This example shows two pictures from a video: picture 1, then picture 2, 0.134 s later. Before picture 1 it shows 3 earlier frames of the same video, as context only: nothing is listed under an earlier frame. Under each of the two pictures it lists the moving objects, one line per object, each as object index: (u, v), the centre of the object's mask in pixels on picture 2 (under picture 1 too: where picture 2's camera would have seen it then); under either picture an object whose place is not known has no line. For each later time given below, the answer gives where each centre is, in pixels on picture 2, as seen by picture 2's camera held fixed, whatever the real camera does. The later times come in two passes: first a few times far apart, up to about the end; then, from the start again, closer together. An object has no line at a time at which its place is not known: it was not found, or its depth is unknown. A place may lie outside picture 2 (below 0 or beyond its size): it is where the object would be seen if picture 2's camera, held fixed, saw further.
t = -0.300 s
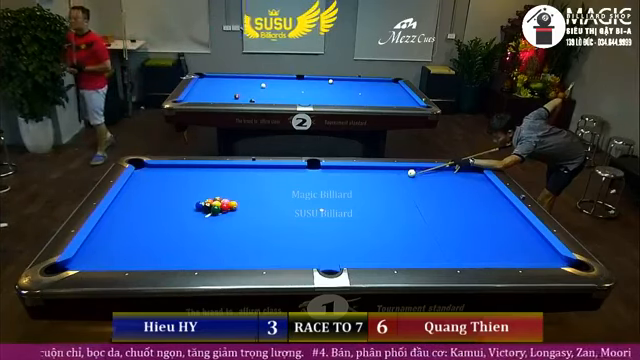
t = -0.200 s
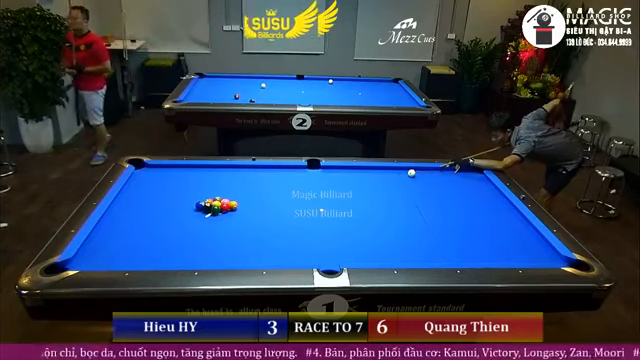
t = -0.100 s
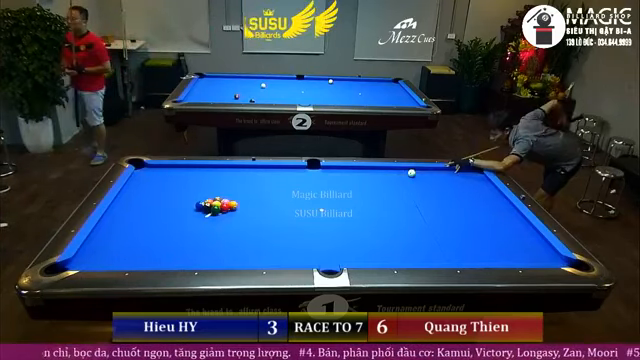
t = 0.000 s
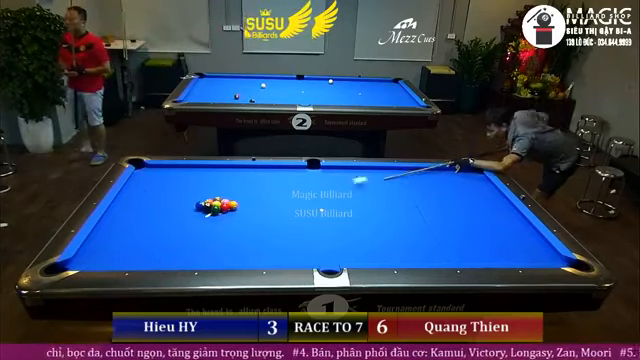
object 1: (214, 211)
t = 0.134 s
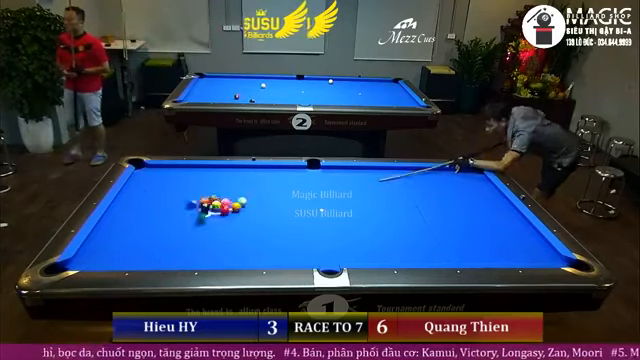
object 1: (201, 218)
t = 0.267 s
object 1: (123, 258)
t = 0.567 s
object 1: (147, 184)
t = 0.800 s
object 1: (187, 173)
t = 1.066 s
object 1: (223, 192)
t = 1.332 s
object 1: (227, 199)
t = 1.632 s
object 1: (232, 206)
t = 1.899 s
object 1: (239, 213)
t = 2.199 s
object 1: (245, 220)
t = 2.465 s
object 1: (251, 227)
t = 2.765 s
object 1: (257, 233)
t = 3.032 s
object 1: (263, 240)
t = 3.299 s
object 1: (269, 246)
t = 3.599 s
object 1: (275, 251)
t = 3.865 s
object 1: (280, 257)
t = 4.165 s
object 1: (285, 260)
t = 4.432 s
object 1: (287, 259)
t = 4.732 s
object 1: (288, 258)
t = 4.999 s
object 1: (288, 258)
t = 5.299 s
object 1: (289, 257)
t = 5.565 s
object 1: (289, 257)
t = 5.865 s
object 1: (289, 258)
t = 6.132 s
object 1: (289, 258)
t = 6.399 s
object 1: (289, 258)
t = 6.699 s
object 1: (289, 257)
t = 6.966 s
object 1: (289, 258)
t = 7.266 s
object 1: (289, 257)
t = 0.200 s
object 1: (139, 257)
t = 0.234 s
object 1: (139, 257)
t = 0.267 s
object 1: (123, 258)
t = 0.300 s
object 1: (119, 244)
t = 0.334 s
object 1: (117, 231)
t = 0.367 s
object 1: (114, 221)
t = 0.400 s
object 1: (112, 210)
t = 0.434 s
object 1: (112, 210)
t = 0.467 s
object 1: (117, 203)
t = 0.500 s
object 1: (129, 196)
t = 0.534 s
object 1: (139, 189)
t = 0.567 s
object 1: (147, 184)
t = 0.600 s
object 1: (156, 178)
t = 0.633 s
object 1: (164, 173)
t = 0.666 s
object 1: (171, 169)
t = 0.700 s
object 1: (176, 167)
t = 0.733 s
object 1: (181, 170)
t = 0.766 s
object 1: (186, 172)
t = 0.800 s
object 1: (187, 173)
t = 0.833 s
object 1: (191, 177)
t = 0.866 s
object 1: (196, 179)
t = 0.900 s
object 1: (202, 182)
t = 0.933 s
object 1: (208, 185)
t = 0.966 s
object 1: (213, 188)
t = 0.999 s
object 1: (219, 190)
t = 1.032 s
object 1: (224, 193)
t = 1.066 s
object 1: (223, 192)
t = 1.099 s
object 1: (223, 193)
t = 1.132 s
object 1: (223, 194)
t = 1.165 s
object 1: (223, 195)
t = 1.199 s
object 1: (223, 195)
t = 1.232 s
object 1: (224, 196)
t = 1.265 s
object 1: (225, 197)
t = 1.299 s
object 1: (226, 198)
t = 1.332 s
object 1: (227, 199)
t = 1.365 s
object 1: (227, 199)
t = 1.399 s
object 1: (227, 200)
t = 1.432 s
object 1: (228, 201)
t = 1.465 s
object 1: (229, 202)
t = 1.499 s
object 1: (230, 203)
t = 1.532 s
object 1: (231, 204)
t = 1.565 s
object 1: (231, 204)
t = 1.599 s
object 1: (231, 205)
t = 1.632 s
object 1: (232, 206)
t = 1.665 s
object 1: (234, 207)
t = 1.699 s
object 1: (234, 208)
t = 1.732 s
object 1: (235, 209)
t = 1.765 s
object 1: (235, 209)
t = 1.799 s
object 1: (236, 210)
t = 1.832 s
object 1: (237, 211)
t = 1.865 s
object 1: (238, 212)
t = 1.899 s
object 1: (239, 213)
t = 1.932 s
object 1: (239, 214)
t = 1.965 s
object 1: (239, 214)
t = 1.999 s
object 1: (240, 215)
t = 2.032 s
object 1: (241, 216)
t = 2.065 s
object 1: (242, 217)
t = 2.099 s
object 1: (243, 218)
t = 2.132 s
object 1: (244, 219)
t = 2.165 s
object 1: (244, 219)
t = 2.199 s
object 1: (245, 220)
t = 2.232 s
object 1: (245, 221)
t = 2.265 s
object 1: (246, 222)
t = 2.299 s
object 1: (247, 223)
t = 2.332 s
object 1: (248, 224)
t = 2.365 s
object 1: (248, 224)
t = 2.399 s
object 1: (249, 225)
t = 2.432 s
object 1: (250, 226)
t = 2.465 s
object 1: (251, 227)
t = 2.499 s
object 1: (252, 227)
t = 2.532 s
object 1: (252, 229)
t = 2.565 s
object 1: (252, 229)
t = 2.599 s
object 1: (253, 230)
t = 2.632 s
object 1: (254, 230)
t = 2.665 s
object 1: (255, 232)
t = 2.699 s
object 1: (256, 232)
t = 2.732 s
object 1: (257, 233)
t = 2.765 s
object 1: (257, 233)
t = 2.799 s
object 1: (258, 234)
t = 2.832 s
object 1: (259, 235)
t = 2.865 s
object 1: (260, 236)
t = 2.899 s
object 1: (260, 237)
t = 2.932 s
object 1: (261, 238)
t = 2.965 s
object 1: (261, 238)
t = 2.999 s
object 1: (262, 239)
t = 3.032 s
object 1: (263, 240)
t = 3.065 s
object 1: (264, 241)
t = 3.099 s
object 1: (265, 242)
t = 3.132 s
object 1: (265, 242)
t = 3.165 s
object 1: (265, 242)
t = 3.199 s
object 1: (266, 243)
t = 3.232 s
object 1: (267, 244)
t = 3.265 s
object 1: (268, 245)
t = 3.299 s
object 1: (269, 246)
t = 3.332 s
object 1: (270, 247)
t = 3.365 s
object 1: (270, 247)
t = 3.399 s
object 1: (270, 248)
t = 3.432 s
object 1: (271, 248)
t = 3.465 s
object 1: (272, 249)
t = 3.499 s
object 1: (273, 250)
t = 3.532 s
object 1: (274, 251)
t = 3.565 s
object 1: (274, 251)
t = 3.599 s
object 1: (275, 251)
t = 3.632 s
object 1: (276, 252)
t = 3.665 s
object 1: (276, 253)
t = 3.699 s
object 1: (277, 254)
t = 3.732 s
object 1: (277, 254)
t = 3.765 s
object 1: (278, 255)
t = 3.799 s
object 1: (278, 256)
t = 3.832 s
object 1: (279, 256)
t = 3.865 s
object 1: (280, 257)
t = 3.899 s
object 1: (281, 257)
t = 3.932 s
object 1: (281, 258)
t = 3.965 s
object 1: (281, 258)
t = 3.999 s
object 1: (282, 258)
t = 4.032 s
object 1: (283, 258)
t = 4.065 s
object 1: (284, 259)
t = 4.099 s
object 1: (284, 260)
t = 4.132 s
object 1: (285, 260)
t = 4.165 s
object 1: (285, 260)
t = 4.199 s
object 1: (285, 260)
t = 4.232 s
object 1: (286, 260)
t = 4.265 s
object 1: (286, 260)
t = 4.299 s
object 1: (286, 259)
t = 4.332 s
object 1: (286, 259)
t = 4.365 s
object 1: (286, 259)
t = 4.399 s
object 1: (287, 259)
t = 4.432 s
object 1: (287, 259)
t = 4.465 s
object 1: (287, 259)
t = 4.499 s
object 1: (287, 259)
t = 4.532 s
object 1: (287, 259)
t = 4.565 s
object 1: (287, 259)
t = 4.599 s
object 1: (287, 258)
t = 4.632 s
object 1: (287, 259)
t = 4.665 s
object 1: (288, 258)
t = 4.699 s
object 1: (288, 258)
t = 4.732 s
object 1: (288, 258)
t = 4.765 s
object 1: (288, 258)
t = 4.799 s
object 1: (288, 258)
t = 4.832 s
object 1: (288, 258)
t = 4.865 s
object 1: (288, 258)
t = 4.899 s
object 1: (288, 258)
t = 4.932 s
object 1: (288, 258)
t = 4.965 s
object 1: (288, 258)
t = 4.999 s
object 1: (288, 258)
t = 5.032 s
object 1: (288, 258)
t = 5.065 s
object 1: (289, 258)
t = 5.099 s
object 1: (288, 258)
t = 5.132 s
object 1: (289, 258)
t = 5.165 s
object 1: (289, 258)
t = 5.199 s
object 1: (289, 258)
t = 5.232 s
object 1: (289, 258)
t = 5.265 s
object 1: (289, 258)
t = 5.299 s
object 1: (289, 257)
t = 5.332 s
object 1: (289, 258)
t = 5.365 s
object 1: (289, 258)
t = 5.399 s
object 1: (289, 258)
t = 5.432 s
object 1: (289, 258)
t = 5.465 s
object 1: (289, 257)
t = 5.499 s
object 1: (289, 257)
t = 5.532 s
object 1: (289, 257)
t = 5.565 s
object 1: (289, 257)
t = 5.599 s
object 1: (289, 258)
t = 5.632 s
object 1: (289, 258)
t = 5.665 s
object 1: (289, 258)
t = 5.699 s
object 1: (289, 258)
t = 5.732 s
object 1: (289, 258)
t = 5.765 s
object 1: (289, 258)
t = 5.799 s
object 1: (289, 258)
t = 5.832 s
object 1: (289, 258)
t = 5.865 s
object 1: (289, 258)
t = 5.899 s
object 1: (289, 257)
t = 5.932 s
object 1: (289, 257)
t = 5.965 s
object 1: (289, 258)
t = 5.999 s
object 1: (289, 258)
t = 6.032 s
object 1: (289, 258)
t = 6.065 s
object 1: (289, 258)
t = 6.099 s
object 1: (289, 258)
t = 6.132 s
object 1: (289, 258)
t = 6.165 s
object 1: (289, 258)
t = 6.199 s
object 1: (289, 258)
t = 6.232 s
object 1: (289, 258)
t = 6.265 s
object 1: (289, 258)
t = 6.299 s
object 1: (289, 258)
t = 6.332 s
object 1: (289, 257)
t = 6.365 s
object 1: (289, 257)
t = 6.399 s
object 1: (289, 258)
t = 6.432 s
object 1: (289, 258)
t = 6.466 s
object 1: (289, 258)
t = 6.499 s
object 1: (289, 257)
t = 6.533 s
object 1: (289, 257)
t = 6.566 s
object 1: (289, 257)
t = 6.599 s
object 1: (289, 257)
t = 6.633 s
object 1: (289, 257)
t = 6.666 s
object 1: (289, 258)
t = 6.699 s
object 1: (289, 257)
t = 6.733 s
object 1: (289, 258)
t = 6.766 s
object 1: (289, 258)
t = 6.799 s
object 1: (289, 258)
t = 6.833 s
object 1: (289, 258)
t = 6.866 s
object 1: (289, 258)
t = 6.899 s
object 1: (289, 258)
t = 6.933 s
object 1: (289, 258)
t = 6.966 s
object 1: (289, 258)
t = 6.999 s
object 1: (289, 257)
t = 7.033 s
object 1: (289, 258)
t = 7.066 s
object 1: (289, 258)
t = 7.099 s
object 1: (289, 258)
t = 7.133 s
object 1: (289, 258)
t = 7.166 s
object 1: (289, 258)
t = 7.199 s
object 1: (289, 257)
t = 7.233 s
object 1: (289, 257)
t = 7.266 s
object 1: (289, 257)
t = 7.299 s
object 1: (289, 257)
